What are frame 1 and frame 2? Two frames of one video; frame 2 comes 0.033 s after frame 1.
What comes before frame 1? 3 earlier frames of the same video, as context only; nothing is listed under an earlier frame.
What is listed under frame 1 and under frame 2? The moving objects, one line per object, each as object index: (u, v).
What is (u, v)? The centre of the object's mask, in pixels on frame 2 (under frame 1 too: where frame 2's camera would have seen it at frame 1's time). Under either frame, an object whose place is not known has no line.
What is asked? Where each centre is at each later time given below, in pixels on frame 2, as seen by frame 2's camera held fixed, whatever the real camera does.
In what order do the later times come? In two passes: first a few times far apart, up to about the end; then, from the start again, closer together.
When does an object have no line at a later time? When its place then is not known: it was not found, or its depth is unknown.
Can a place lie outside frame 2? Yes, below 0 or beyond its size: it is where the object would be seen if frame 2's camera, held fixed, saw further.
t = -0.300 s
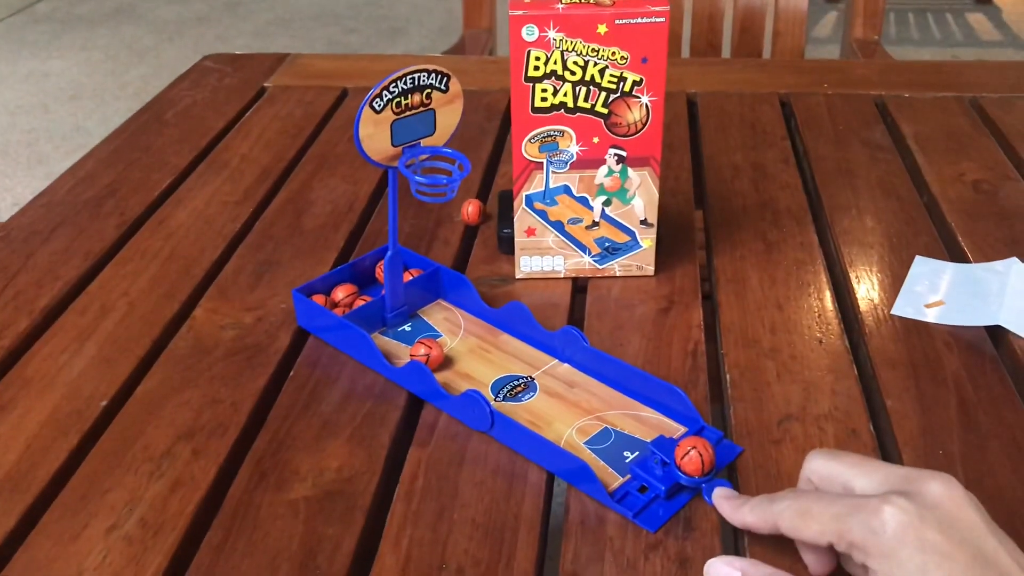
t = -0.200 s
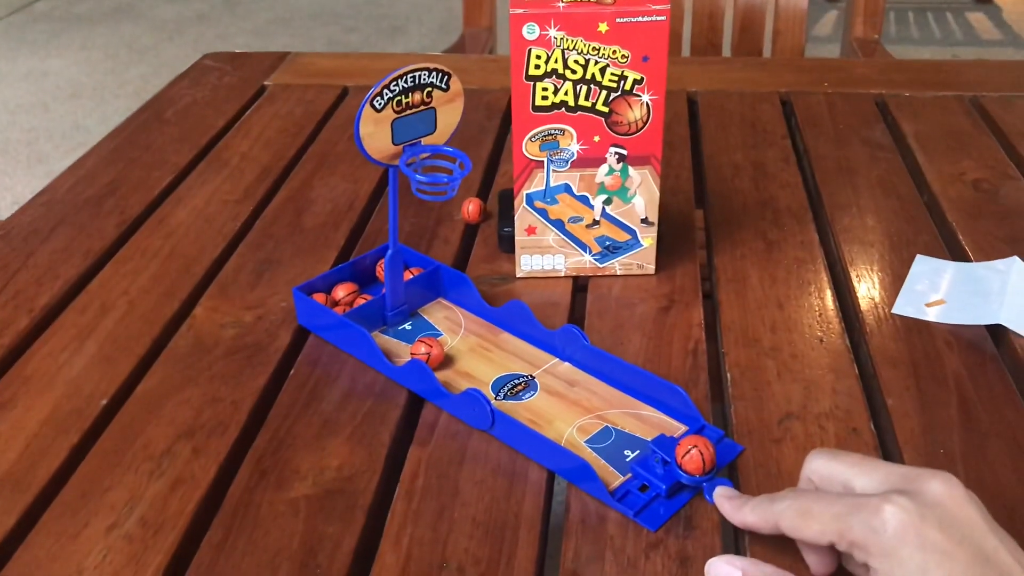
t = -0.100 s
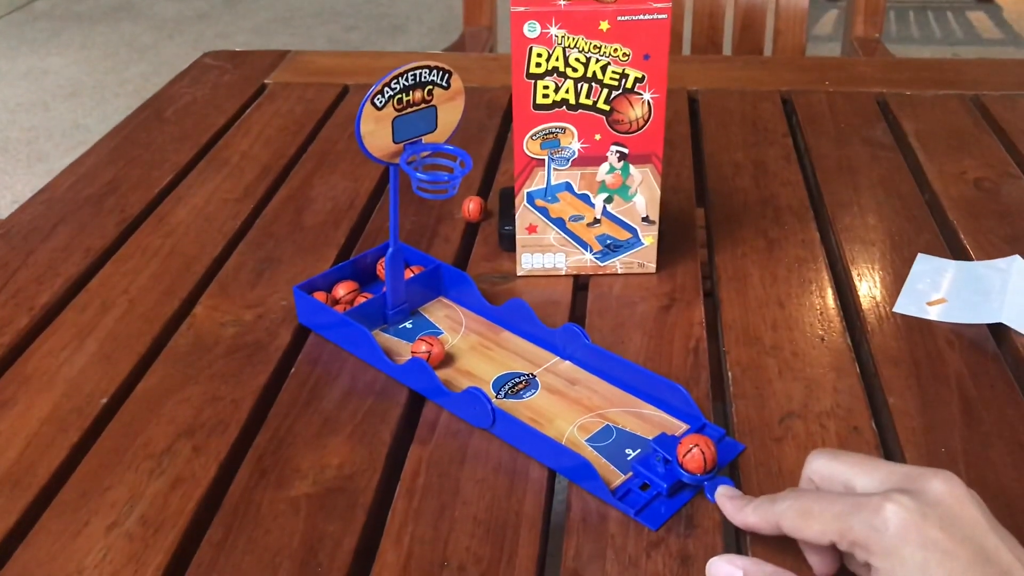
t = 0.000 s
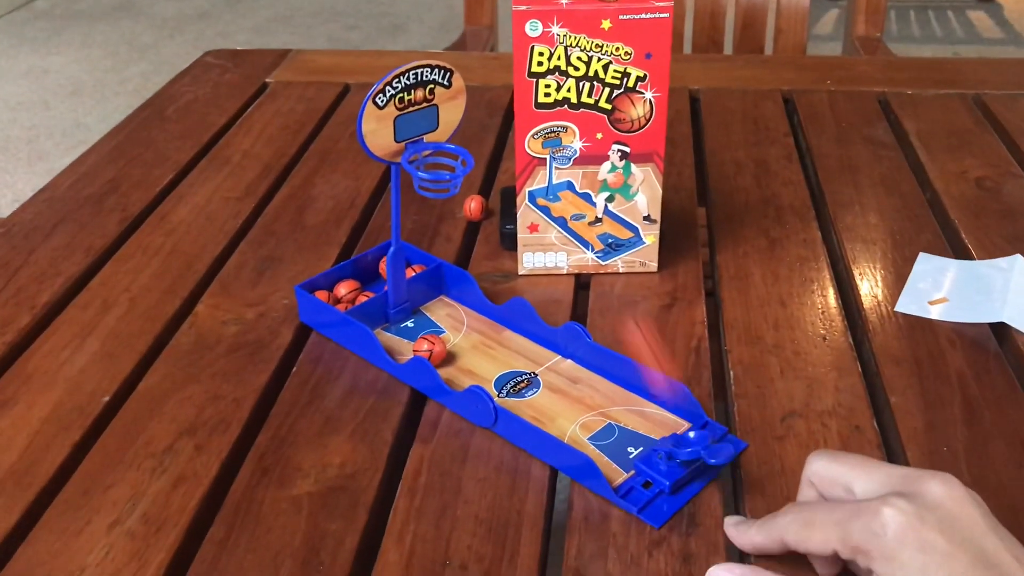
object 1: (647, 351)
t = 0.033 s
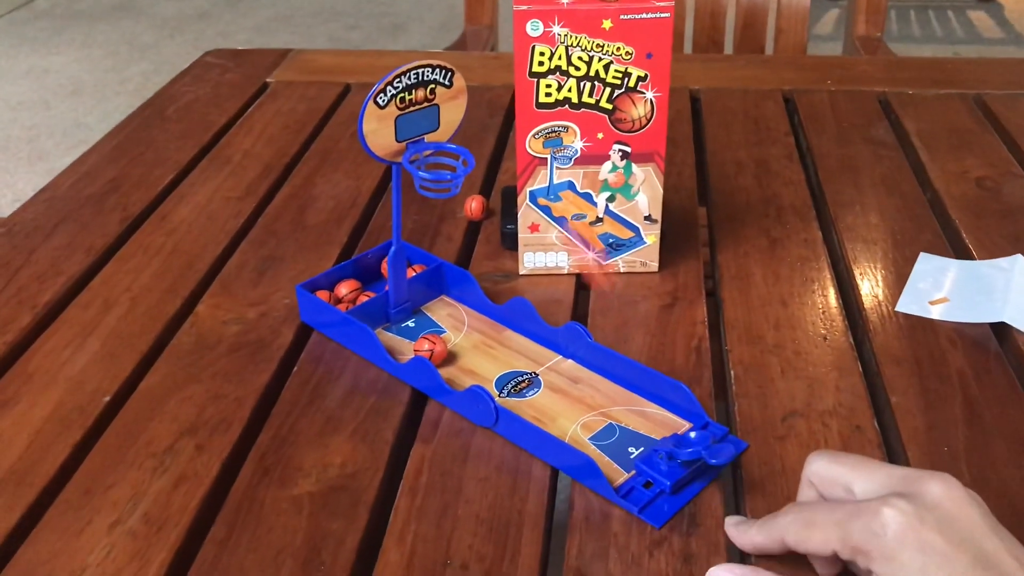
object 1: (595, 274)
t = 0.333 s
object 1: (411, 255)
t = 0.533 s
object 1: (388, 335)
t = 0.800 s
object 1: (403, 338)
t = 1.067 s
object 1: (404, 337)
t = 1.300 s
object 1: (404, 337)
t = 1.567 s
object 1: (404, 337)
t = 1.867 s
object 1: (404, 337)
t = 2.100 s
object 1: (404, 337)
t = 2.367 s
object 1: (404, 337)
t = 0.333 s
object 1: (411, 255)
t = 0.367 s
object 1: (397, 308)
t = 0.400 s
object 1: (385, 320)
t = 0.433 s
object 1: (388, 328)
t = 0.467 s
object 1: (388, 333)
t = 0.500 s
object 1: (387, 334)
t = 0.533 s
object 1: (388, 335)
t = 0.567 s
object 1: (391, 337)
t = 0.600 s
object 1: (393, 337)
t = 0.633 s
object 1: (396, 339)
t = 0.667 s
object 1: (398, 340)
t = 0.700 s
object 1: (401, 341)
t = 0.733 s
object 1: (402, 340)
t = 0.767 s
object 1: (403, 339)
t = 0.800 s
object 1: (403, 338)
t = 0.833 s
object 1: (403, 338)
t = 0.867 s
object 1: (403, 338)
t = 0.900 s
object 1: (403, 337)
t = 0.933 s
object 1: (403, 337)
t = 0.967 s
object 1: (403, 337)
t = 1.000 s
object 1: (403, 337)
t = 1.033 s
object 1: (404, 337)
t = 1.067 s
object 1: (404, 337)
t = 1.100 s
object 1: (404, 337)
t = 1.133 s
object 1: (404, 338)
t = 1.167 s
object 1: (403, 337)
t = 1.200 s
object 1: (403, 337)
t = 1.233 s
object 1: (404, 337)
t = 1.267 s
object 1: (404, 337)
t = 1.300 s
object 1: (404, 337)
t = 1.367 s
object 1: (404, 337)
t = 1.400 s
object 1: (404, 337)
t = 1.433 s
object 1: (404, 337)
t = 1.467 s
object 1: (404, 337)
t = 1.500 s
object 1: (404, 337)
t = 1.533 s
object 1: (404, 337)
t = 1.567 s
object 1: (404, 337)
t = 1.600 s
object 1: (405, 336)
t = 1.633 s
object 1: (404, 337)
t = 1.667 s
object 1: (404, 337)
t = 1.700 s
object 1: (404, 337)
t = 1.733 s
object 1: (404, 337)
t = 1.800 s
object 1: (404, 337)
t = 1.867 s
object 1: (404, 337)
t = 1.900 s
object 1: (404, 337)
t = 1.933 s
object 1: (404, 337)
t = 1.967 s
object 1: (404, 337)
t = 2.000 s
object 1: (404, 337)
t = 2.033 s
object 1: (404, 337)
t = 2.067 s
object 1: (404, 337)
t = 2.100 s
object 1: (404, 337)
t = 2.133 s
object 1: (404, 337)
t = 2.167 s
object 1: (404, 337)
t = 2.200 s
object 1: (404, 337)
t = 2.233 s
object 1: (404, 337)
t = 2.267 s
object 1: (404, 337)
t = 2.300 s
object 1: (404, 337)
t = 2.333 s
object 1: (404, 337)
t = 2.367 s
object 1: (404, 337)
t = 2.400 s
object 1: (404, 337)
